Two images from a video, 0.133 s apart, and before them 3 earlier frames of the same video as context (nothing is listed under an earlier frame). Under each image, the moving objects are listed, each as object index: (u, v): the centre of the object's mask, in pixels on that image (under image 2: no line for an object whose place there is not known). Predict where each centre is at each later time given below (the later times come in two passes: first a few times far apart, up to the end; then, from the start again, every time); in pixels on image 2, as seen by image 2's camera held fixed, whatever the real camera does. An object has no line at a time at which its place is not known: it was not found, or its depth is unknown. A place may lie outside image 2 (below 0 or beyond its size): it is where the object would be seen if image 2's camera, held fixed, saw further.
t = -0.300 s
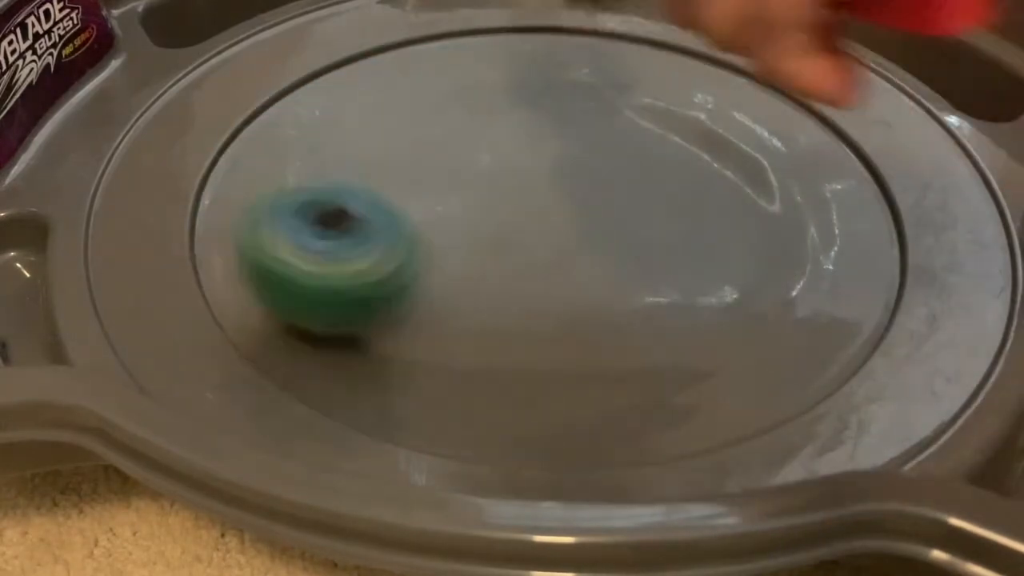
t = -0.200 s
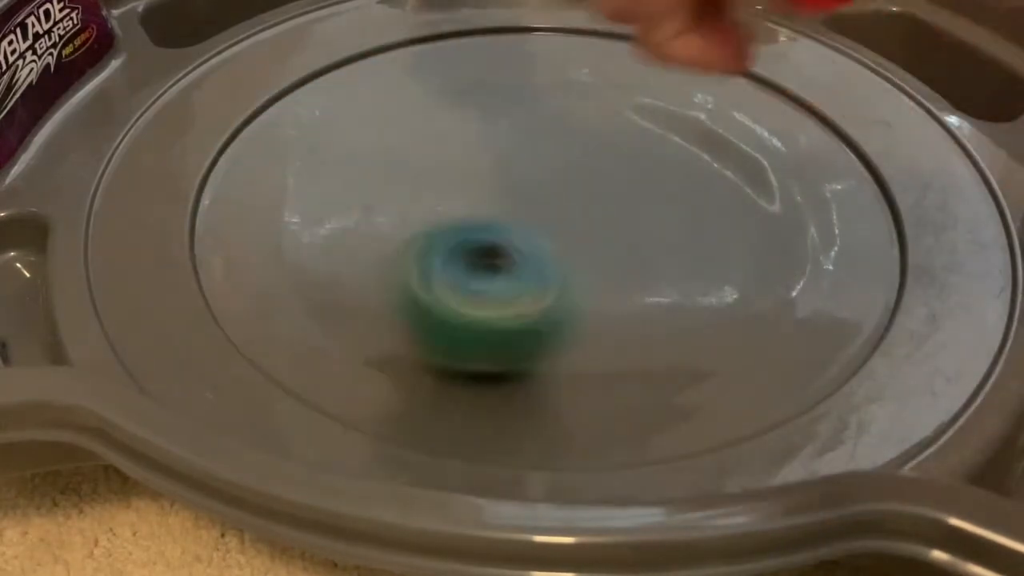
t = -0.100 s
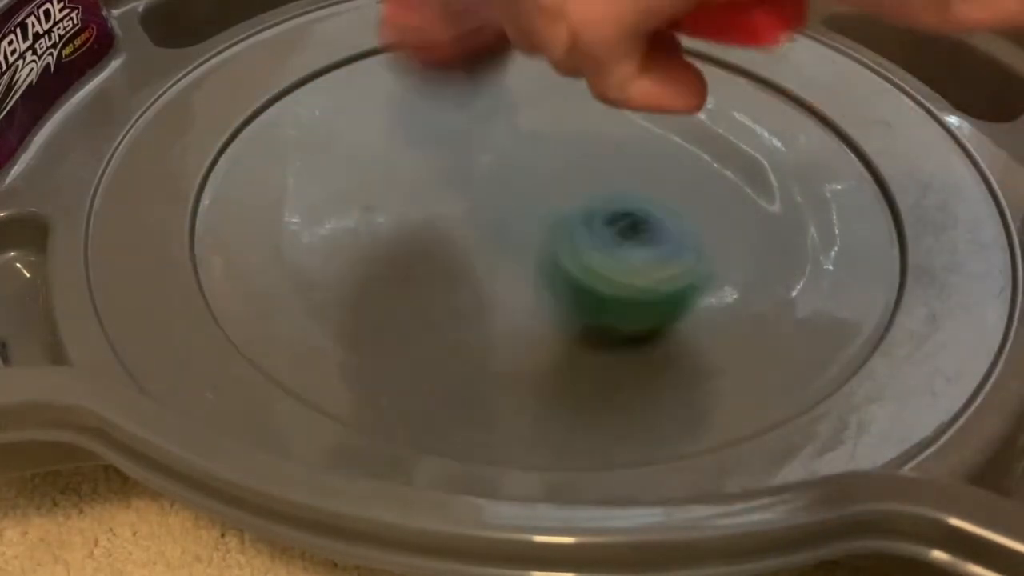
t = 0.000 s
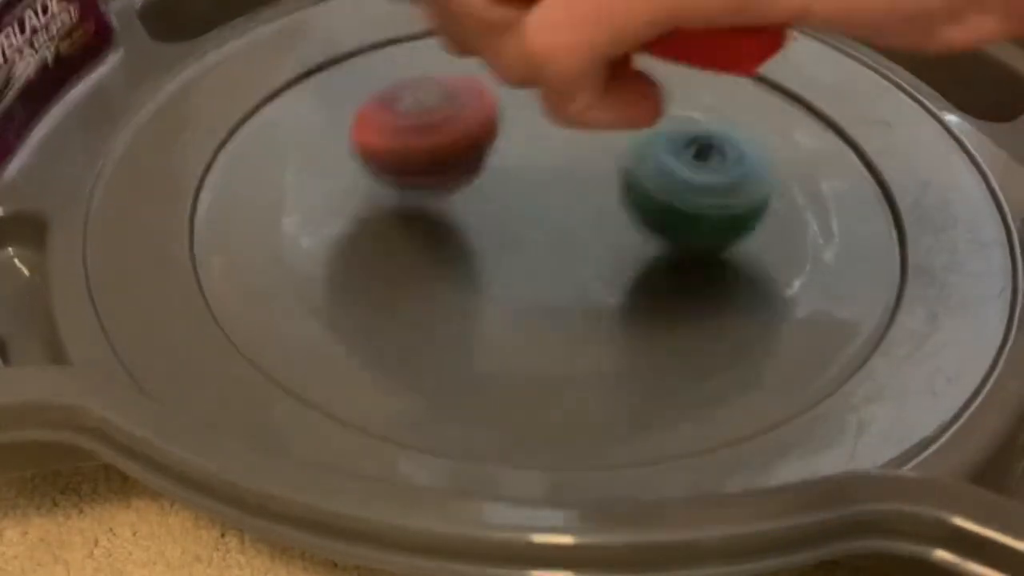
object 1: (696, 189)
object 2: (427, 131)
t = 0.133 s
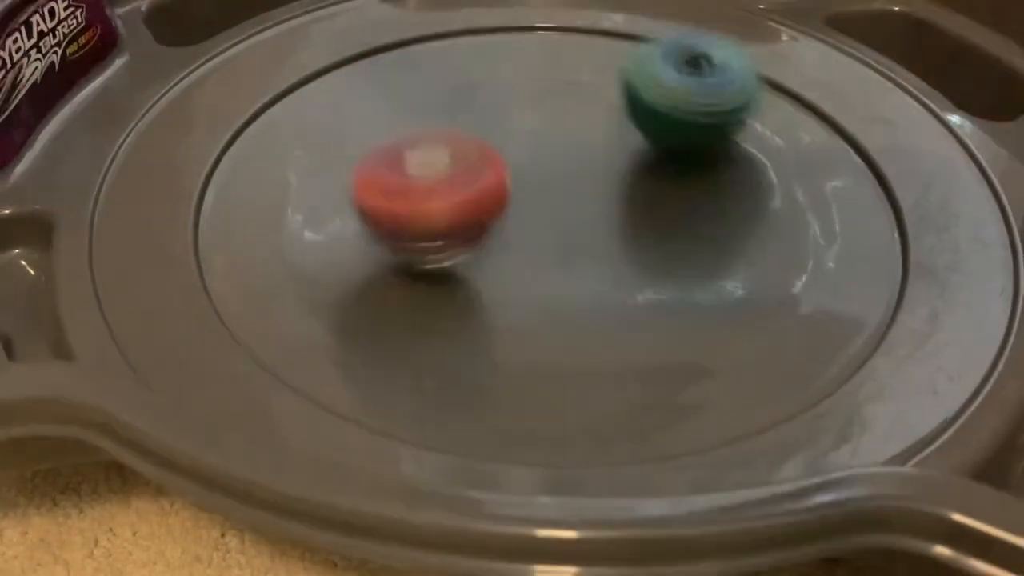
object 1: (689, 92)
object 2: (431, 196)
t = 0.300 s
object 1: (563, 36)
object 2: (513, 289)
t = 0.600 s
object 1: (388, 172)
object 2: (623, 230)
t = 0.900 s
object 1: (691, 305)
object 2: (507, 145)
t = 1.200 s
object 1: (753, 131)
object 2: (417, 171)
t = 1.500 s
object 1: (468, 62)
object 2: (521, 209)
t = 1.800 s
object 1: (356, 91)
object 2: (546, 192)
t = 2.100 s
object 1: (336, 109)
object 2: (757, 231)
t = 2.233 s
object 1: (338, 116)
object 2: (730, 200)
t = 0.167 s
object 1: (673, 74)
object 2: (445, 219)
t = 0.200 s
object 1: (652, 56)
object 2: (460, 243)
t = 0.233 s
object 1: (626, 47)
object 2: (474, 261)
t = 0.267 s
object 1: (597, 41)
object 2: (491, 277)
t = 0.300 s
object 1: (563, 36)
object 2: (513, 289)
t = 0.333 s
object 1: (530, 35)
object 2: (539, 298)
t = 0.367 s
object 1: (497, 36)
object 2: (565, 302)
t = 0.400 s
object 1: (467, 43)
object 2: (587, 301)
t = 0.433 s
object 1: (438, 53)
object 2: (608, 296)
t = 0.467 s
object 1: (414, 71)
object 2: (622, 287)
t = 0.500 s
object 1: (396, 93)
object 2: (630, 275)
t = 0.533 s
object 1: (386, 118)
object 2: (633, 262)
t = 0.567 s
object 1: (384, 146)
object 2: (630, 246)
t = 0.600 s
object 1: (388, 172)
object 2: (623, 230)
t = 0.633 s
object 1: (401, 199)
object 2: (614, 215)
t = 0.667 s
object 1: (420, 224)
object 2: (606, 201)
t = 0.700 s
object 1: (447, 246)
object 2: (597, 188)
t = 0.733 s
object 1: (478, 269)
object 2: (586, 176)
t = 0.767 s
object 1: (513, 284)
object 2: (573, 164)
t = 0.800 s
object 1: (549, 296)
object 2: (556, 157)
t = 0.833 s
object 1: (593, 304)
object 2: (541, 154)
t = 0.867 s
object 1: (642, 308)
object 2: (525, 149)
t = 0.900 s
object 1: (691, 305)
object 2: (507, 145)
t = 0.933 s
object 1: (736, 295)
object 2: (488, 142)
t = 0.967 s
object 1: (775, 282)
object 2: (468, 139)
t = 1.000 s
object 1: (807, 262)
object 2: (448, 139)
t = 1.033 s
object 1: (826, 241)
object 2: (432, 142)
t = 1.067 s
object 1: (832, 214)
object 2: (420, 146)
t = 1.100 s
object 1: (827, 189)
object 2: (413, 152)
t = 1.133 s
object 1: (810, 168)
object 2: (411, 158)
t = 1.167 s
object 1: (783, 147)
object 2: (411, 164)
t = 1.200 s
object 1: (753, 131)
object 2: (417, 171)
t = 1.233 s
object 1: (721, 118)
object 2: (428, 177)
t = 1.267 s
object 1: (682, 108)
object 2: (442, 183)
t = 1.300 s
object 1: (645, 102)
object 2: (459, 186)
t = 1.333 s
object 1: (605, 99)
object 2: (477, 188)
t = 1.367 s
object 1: (572, 95)
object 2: (496, 188)
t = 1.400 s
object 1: (536, 87)
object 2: (514, 187)
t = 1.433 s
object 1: (507, 82)
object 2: (519, 193)
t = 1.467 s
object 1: (486, 73)
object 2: (520, 203)
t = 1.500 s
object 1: (468, 62)
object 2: (521, 209)
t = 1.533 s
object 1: (450, 56)
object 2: (520, 212)
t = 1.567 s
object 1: (435, 53)
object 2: (520, 212)
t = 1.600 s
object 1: (420, 52)
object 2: (521, 211)
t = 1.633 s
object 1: (406, 52)
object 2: (524, 210)
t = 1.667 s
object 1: (392, 54)
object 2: (528, 206)
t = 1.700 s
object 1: (378, 57)
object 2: (533, 202)
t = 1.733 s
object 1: (366, 63)
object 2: (538, 199)
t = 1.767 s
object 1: (359, 75)
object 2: (542, 195)
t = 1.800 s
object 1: (356, 91)
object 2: (546, 192)
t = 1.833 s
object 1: (364, 114)
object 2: (550, 190)
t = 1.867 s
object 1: (380, 133)
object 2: (554, 188)
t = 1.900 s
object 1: (405, 153)
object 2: (558, 187)
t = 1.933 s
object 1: (406, 154)
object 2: (588, 195)
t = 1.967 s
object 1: (387, 142)
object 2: (641, 209)
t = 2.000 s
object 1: (372, 129)
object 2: (684, 220)
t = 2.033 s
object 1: (359, 120)
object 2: (720, 228)
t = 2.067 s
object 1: (347, 113)
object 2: (745, 232)
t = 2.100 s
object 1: (336, 109)
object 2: (757, 231)
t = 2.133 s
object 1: (329, 107)
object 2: (759, 227)
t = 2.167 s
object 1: (326, 106)
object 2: (756, 219)
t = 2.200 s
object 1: (328, 108)
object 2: (744, 211)
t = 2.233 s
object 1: (338, 116)
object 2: (730, 200)
